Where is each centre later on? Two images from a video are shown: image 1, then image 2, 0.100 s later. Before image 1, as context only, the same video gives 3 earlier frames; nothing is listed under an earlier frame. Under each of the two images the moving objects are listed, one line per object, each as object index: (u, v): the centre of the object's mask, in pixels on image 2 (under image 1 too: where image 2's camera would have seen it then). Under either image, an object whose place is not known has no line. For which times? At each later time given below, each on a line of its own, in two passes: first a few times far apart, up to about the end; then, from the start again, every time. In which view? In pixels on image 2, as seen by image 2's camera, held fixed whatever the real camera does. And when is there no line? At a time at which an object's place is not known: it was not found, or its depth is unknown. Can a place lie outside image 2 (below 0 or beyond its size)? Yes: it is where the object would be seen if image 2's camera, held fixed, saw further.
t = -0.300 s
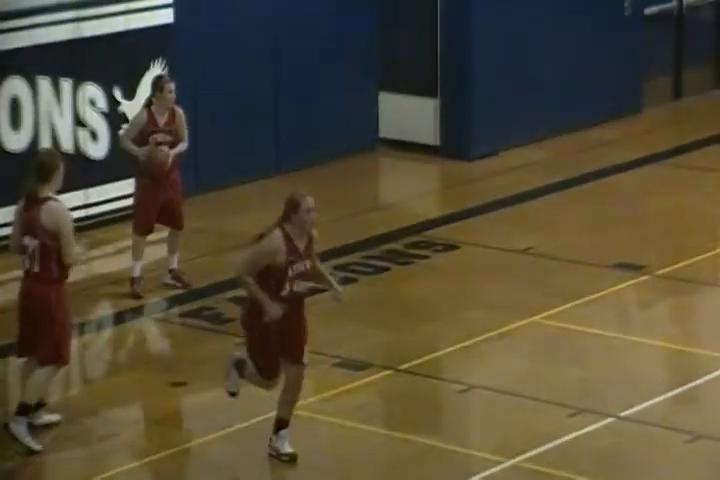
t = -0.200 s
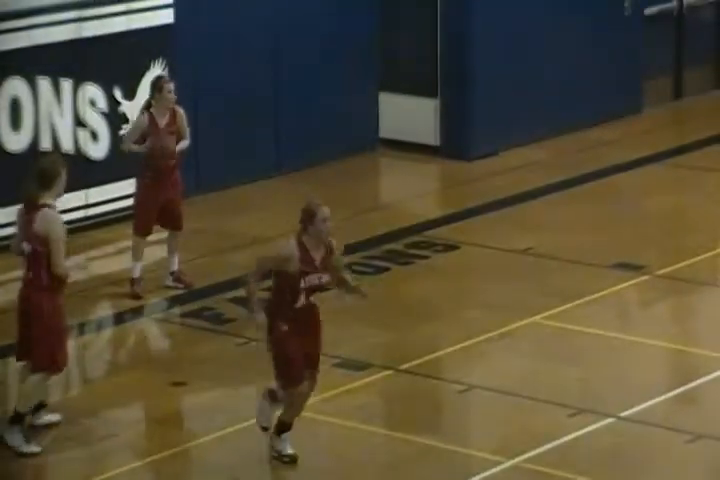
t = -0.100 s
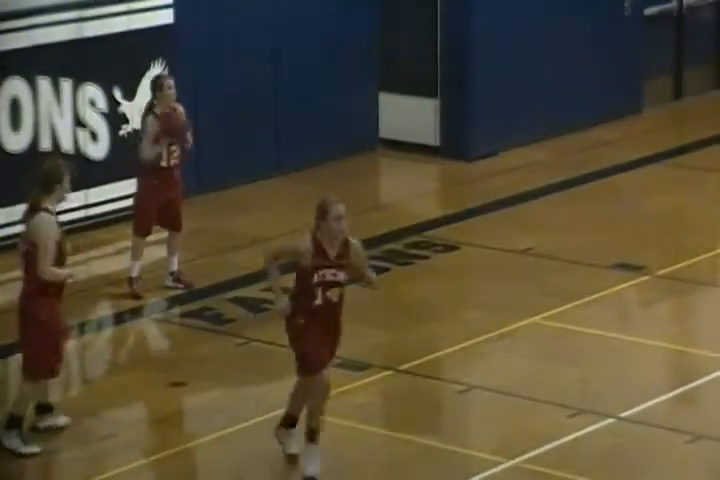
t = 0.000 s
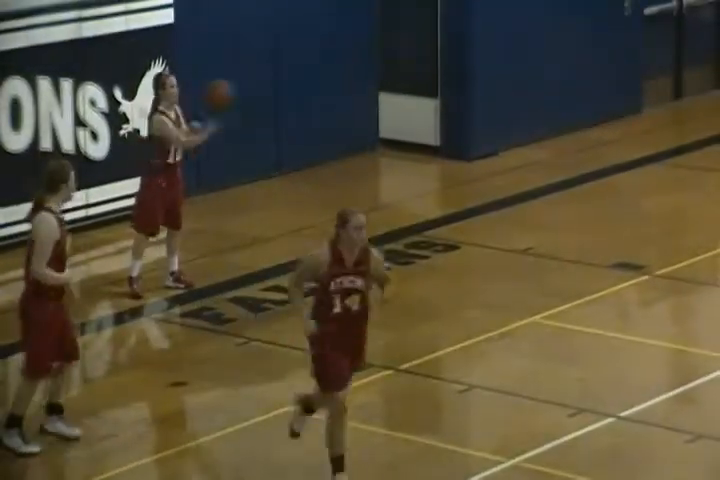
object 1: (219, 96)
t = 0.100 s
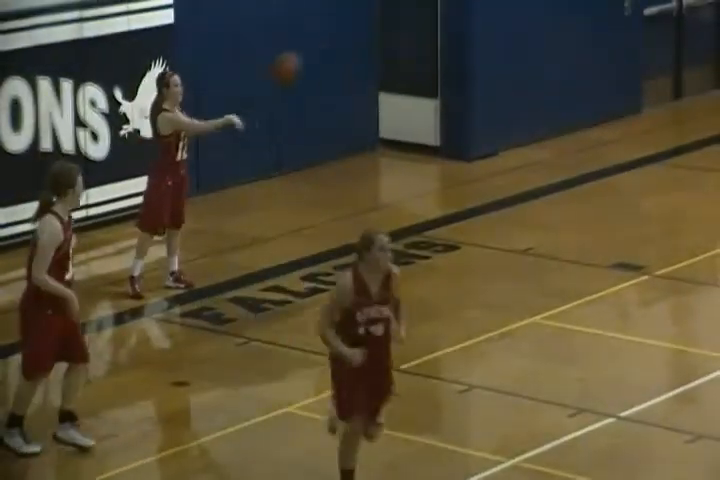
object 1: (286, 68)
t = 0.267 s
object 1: (403, 48)
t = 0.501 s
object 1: (572, 85)
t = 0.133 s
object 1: (310, 59)
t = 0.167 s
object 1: (331, 54)
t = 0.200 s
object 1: (356, 50)
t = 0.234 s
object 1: (380, 48)
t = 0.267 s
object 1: (403, 48)
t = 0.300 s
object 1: (429, 49)
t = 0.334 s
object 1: (454, 51)
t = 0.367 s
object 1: (477, 52)
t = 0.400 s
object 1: (500, 60)
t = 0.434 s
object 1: (525, 66)
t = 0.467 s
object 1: (549, 74)
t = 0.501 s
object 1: (572, 85)
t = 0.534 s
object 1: (596, 95)
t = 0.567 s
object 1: (621, 110)
